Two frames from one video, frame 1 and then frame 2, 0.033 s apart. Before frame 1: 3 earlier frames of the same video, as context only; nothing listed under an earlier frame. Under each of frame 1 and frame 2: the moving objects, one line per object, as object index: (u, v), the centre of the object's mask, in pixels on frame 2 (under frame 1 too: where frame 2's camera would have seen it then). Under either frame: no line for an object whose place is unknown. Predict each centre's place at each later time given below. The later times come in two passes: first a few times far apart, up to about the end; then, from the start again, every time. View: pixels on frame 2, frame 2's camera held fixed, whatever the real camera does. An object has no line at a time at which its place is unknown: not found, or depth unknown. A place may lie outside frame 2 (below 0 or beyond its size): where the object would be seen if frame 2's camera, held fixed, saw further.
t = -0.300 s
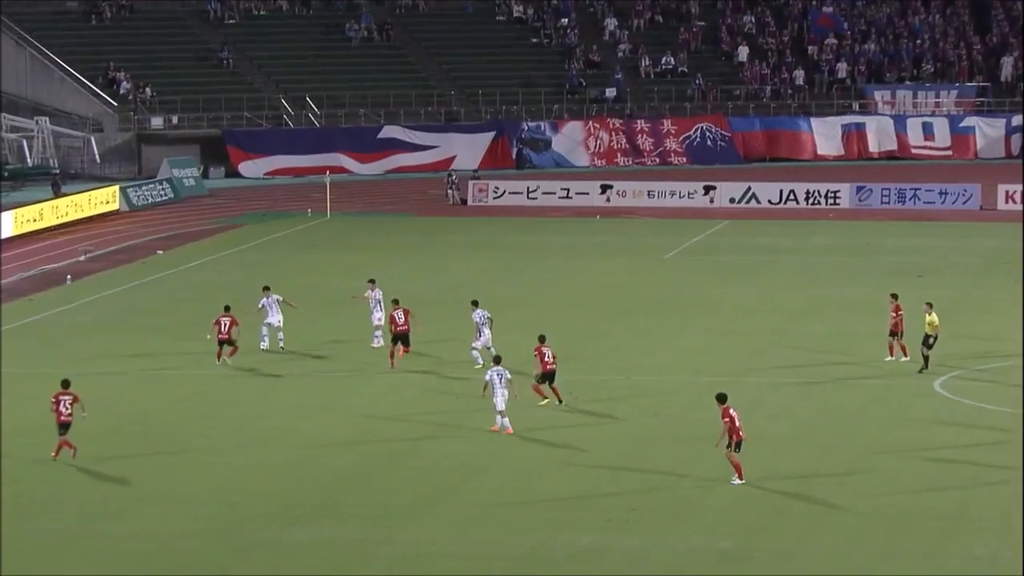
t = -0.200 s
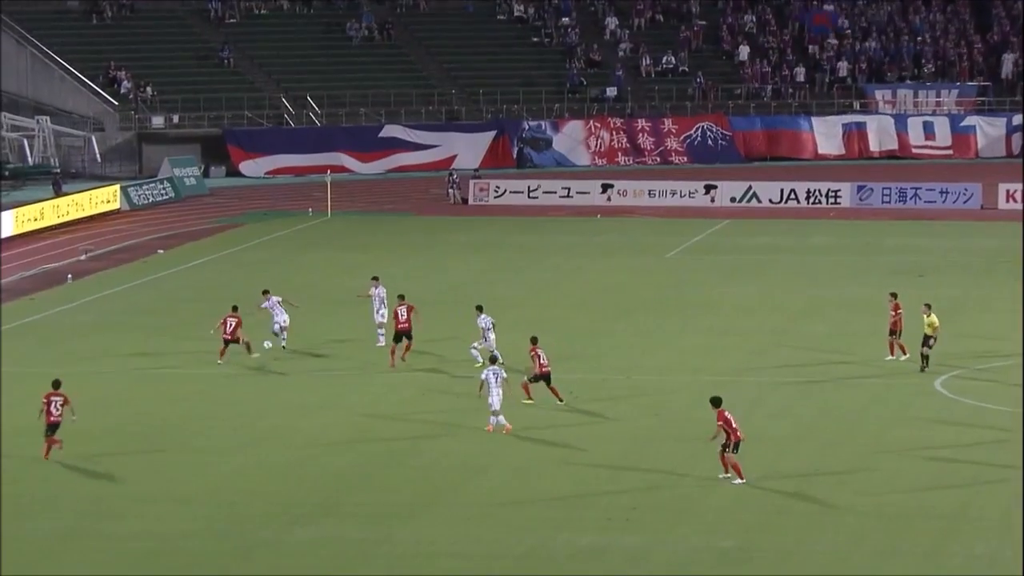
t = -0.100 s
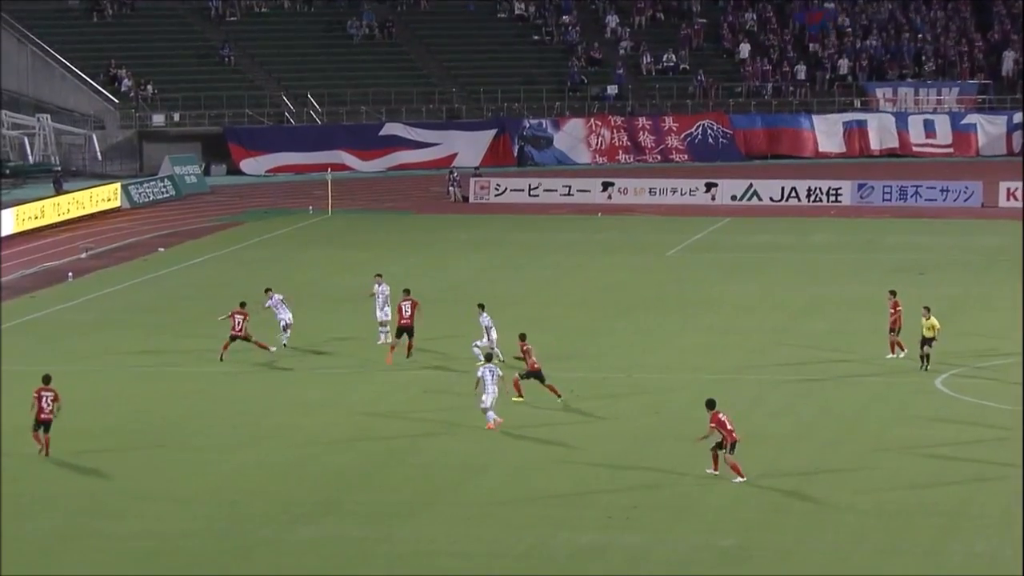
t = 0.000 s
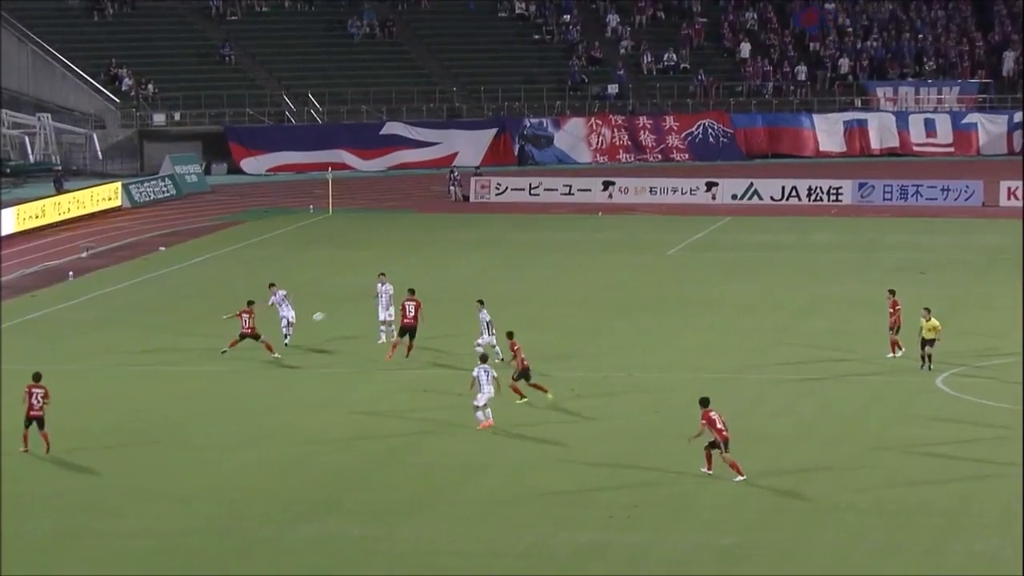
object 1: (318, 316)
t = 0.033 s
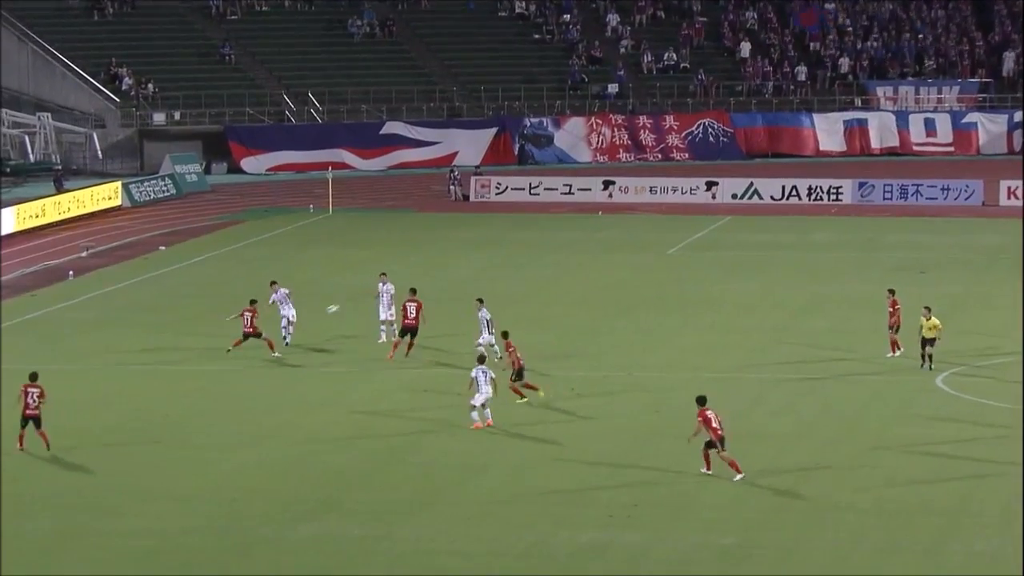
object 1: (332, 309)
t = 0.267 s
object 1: (427, 269)
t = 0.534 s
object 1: (526, 250)
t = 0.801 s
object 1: (618, 253)
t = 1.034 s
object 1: (695, 274)
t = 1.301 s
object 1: (781, 311)
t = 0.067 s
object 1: (346, 302)
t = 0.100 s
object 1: (360, 296)
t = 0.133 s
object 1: (373, 289)
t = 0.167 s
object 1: (387, 281)
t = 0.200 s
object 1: (400, 279)
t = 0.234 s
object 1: (413, 274)
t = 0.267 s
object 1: (427, 269)
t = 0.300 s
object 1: (439, 266)
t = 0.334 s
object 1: (452, 262)
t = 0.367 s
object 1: (465, 260)
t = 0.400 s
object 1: (477, 257)
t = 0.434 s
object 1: (490, 254)
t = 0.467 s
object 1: (502, 252)
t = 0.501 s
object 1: (514, 251)
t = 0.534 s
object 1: (526, 250)
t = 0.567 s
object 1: (538, 249)
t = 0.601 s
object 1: (550, 248)
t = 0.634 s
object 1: (561, 248)
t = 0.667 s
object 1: (574, 248)
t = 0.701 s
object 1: (584, 249)
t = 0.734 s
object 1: (595, 250)
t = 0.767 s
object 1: (606, 251)
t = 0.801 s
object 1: (618, 253)
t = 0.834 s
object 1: (628, 255)
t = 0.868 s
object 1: (640, 257)
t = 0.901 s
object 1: (651, 260)
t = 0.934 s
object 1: (662, 263)
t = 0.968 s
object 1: (673, 266)
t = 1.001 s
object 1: (684, 270)
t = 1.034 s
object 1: (695, 274)
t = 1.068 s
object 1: (705, 278)
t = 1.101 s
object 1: (717, 283)
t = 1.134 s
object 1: (728, 288)
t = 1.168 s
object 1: (739, 293)
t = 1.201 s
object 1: (750, 299)
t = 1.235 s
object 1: (761, 304)
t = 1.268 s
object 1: (773, 311)
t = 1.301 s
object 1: (781, 311)
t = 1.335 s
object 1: (788, 306)
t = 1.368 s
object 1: (794, 301)
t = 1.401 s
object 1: (800, 297)
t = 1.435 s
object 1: (806, 293)
